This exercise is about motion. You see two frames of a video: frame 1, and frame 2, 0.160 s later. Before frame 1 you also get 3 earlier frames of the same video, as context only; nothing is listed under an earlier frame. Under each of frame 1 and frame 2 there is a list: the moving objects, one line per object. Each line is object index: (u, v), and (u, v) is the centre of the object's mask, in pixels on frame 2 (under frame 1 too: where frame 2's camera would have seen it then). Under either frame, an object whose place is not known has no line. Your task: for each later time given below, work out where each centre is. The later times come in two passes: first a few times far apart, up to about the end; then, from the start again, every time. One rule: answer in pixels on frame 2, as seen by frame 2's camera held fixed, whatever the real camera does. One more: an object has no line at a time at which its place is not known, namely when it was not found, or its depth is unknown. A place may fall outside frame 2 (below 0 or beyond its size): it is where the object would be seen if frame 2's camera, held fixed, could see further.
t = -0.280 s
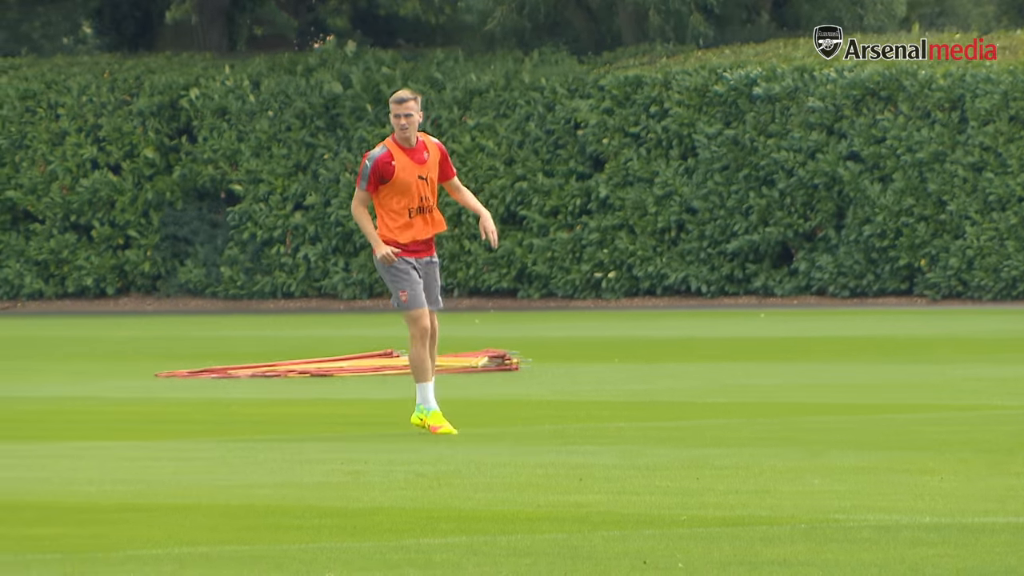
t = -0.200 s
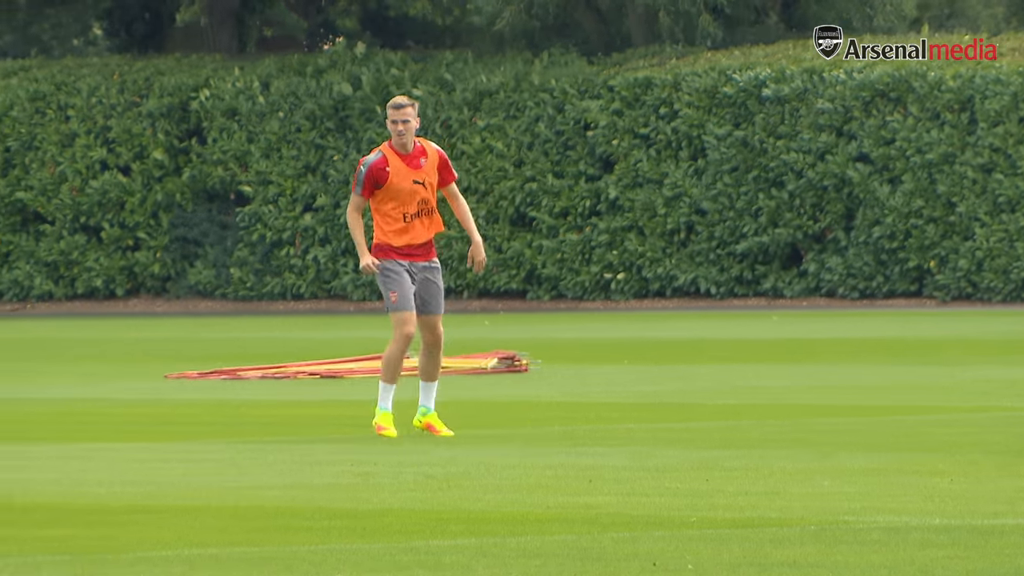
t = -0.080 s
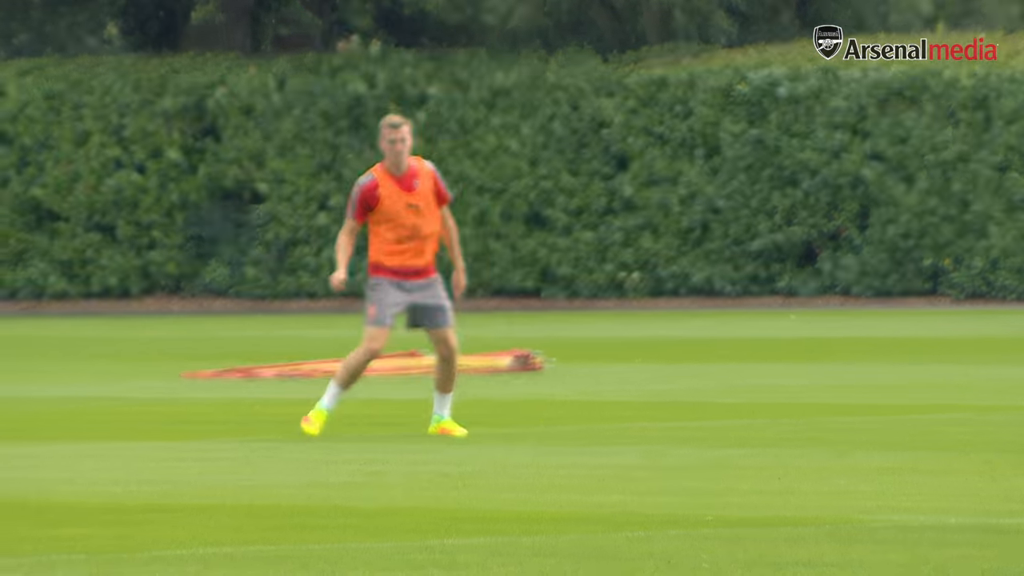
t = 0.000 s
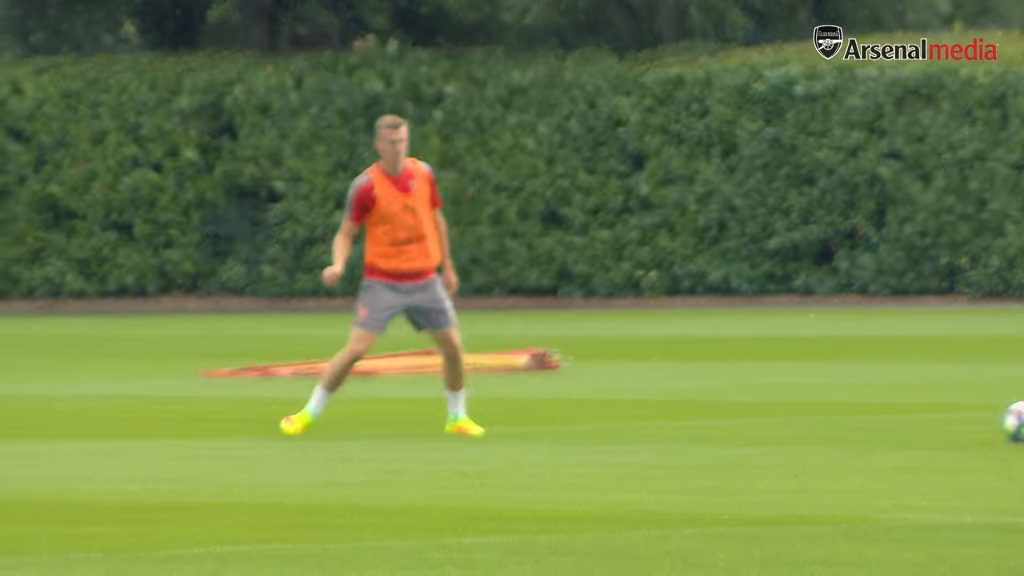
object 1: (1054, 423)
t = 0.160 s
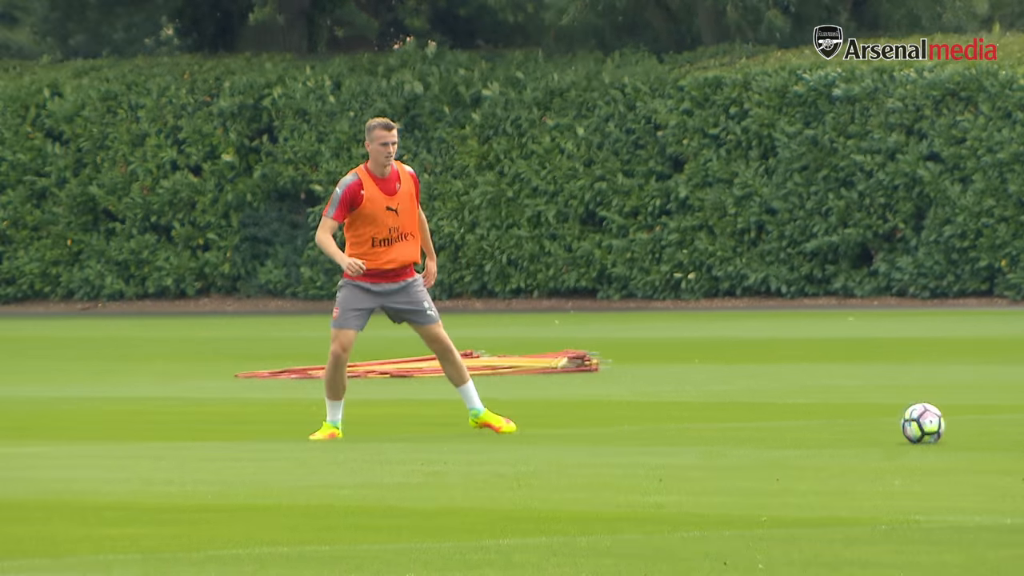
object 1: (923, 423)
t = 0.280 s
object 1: (823, 424)
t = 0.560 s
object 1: (614, 423)
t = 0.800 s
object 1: (453, 424)
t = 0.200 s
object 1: (889, 422)
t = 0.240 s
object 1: (855, 423)
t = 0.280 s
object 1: (823, 424)
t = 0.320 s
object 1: (791, 424)
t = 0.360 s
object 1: (760, 423)
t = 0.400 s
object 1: (729, 423)
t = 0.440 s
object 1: (700, 424)
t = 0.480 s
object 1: (670, 424)
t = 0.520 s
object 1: (642, 423)
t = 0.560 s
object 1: (614, 423)
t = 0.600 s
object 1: (586, 424)
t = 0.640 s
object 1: (559, 424)
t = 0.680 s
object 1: (532, 423)
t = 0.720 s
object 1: (505, 422)
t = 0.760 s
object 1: (479, 424)
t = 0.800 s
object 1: (453, 424)
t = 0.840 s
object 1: (427, 423)
